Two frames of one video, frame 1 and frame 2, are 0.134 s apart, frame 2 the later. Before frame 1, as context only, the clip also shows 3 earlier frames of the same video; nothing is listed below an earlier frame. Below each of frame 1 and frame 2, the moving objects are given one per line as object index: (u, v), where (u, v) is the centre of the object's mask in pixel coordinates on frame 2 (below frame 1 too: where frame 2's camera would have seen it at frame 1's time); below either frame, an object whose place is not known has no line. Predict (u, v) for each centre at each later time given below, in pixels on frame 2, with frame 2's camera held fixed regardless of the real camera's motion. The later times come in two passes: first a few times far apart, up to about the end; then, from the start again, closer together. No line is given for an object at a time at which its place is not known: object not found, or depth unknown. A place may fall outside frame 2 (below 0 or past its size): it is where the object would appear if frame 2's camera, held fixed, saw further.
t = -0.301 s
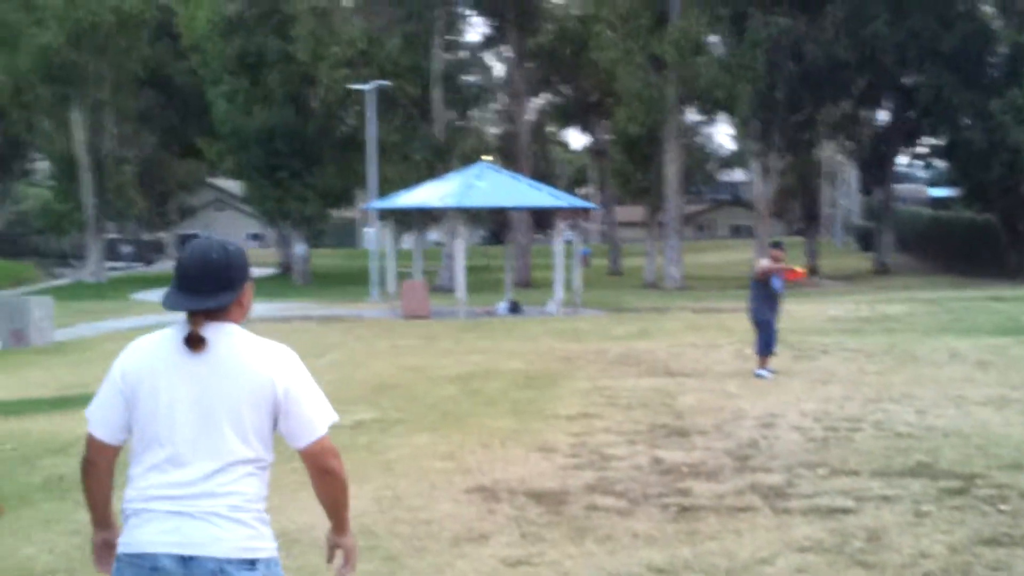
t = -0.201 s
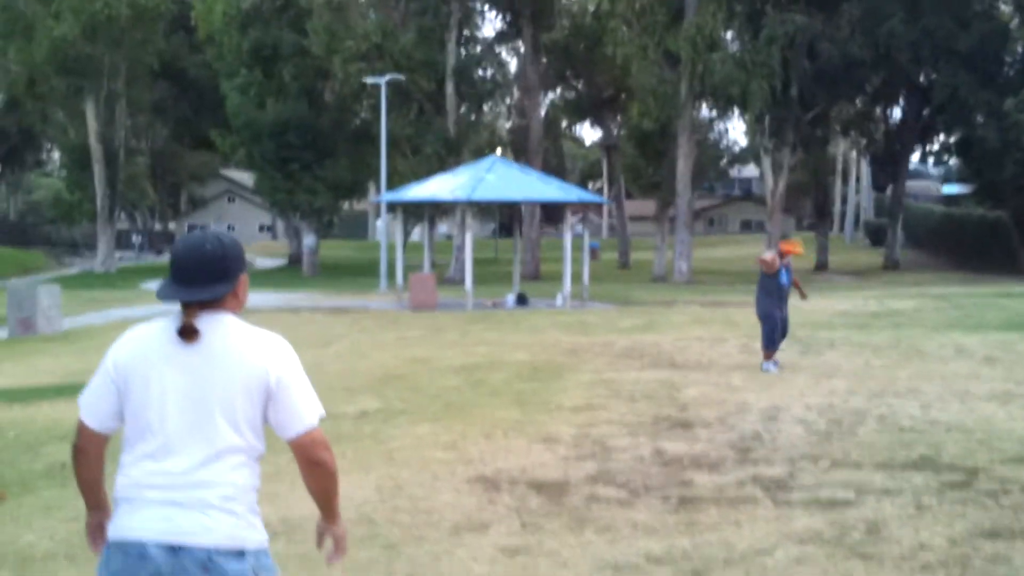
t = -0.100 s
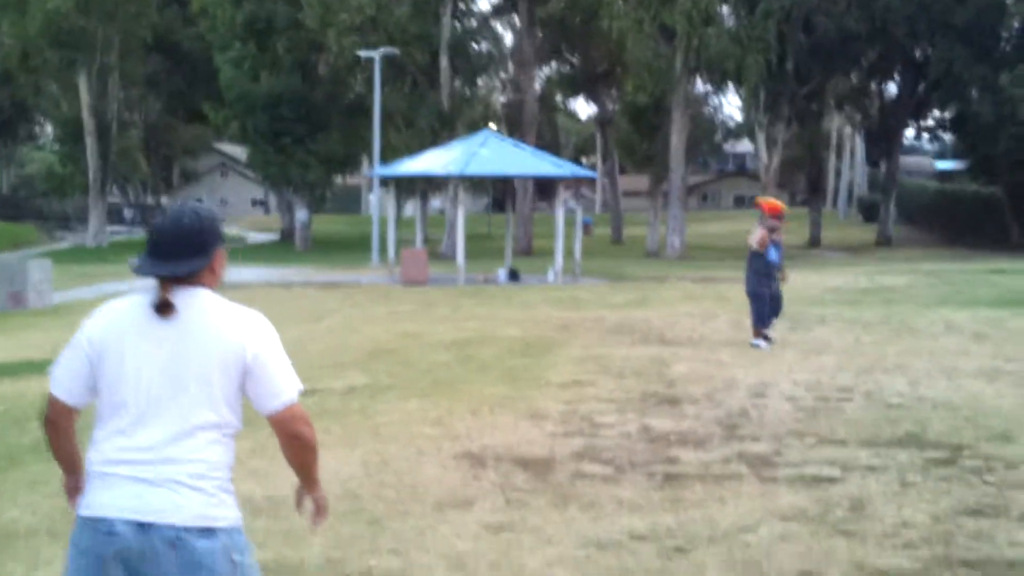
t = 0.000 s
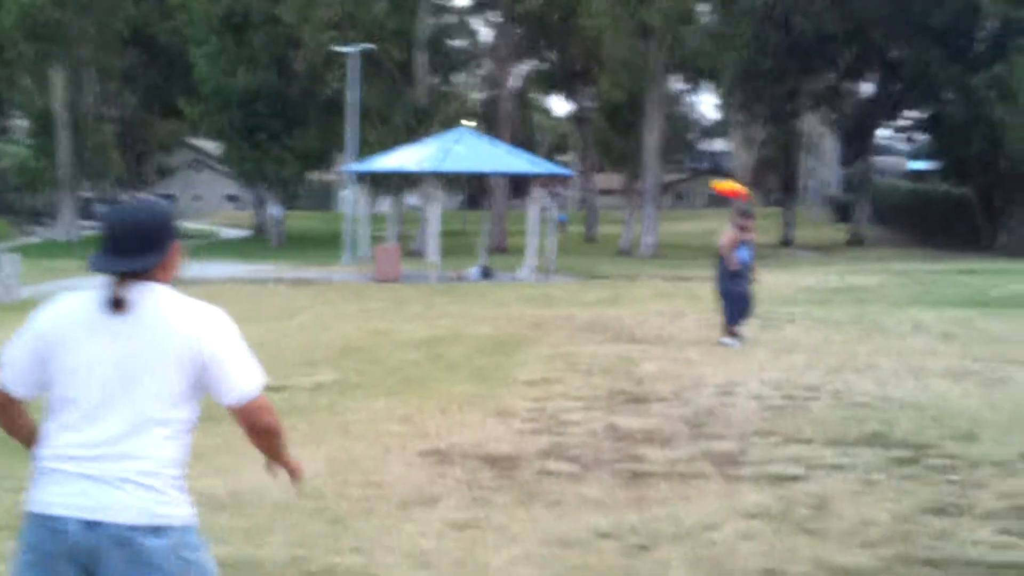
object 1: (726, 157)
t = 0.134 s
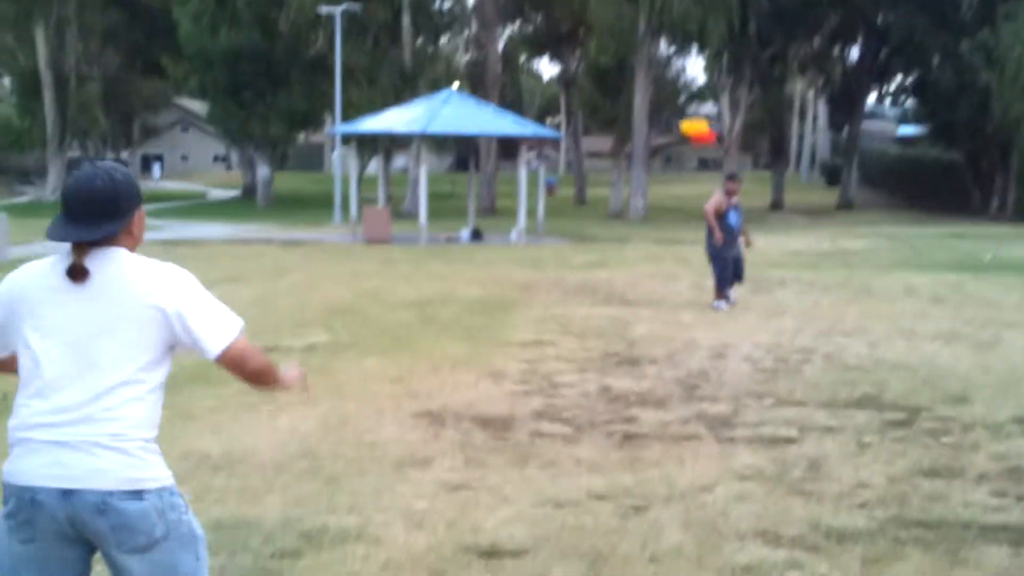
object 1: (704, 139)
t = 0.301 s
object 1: (680, 110)
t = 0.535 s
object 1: (635, 76)
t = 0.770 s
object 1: (583, 40)
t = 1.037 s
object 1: (508, 18)
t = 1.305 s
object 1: (417, 35)
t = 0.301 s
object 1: (680, 110)
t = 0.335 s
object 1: (674, 105)
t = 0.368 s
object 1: (668, 100)
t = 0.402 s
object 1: (662, 96)
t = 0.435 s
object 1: (656, 91)
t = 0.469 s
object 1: (650, 86)
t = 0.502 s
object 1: (642, 81)
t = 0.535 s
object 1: (635, 76)
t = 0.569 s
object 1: (628, 71)
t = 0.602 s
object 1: (622, 66)
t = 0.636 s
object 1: (614, 60)
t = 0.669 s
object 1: (606, 55)
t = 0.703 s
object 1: (598, 50)
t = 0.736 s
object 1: (590, 46)
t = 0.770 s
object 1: (583, 40)
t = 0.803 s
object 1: (576, 36)
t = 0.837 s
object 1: (566, 32)
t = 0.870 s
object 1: (557, 28)
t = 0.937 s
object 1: (537, 22)
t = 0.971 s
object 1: (528, 20)
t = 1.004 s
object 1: (519, 19)
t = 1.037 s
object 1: (508, 18)
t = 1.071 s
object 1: (499, 17)
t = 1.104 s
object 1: (485, 17)
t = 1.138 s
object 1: (473, 18)
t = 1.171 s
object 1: (459, 19)
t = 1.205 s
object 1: (450, 24)
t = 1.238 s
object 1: (438, 28)
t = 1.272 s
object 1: (426, 31)
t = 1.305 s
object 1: (417, 35)
